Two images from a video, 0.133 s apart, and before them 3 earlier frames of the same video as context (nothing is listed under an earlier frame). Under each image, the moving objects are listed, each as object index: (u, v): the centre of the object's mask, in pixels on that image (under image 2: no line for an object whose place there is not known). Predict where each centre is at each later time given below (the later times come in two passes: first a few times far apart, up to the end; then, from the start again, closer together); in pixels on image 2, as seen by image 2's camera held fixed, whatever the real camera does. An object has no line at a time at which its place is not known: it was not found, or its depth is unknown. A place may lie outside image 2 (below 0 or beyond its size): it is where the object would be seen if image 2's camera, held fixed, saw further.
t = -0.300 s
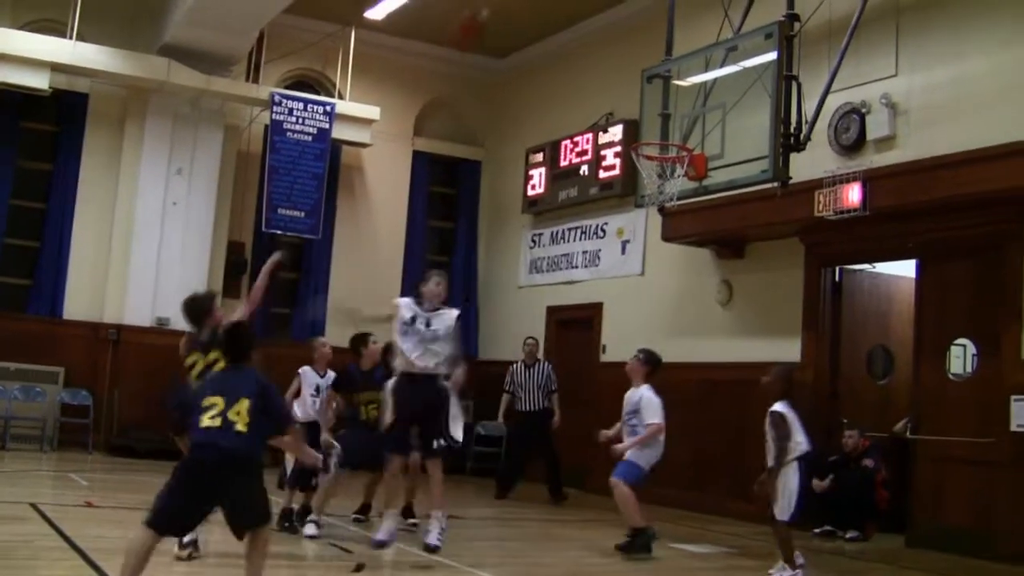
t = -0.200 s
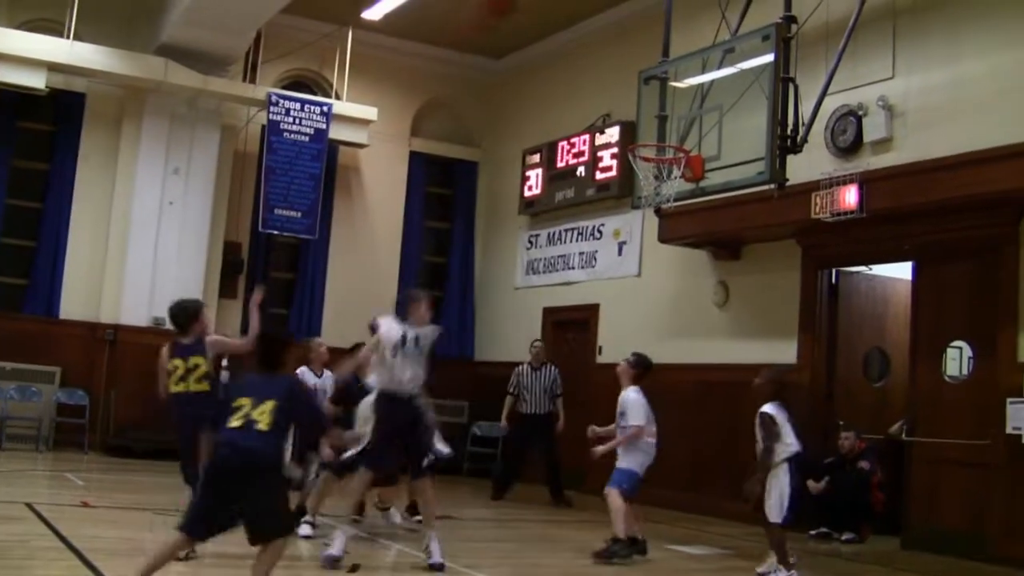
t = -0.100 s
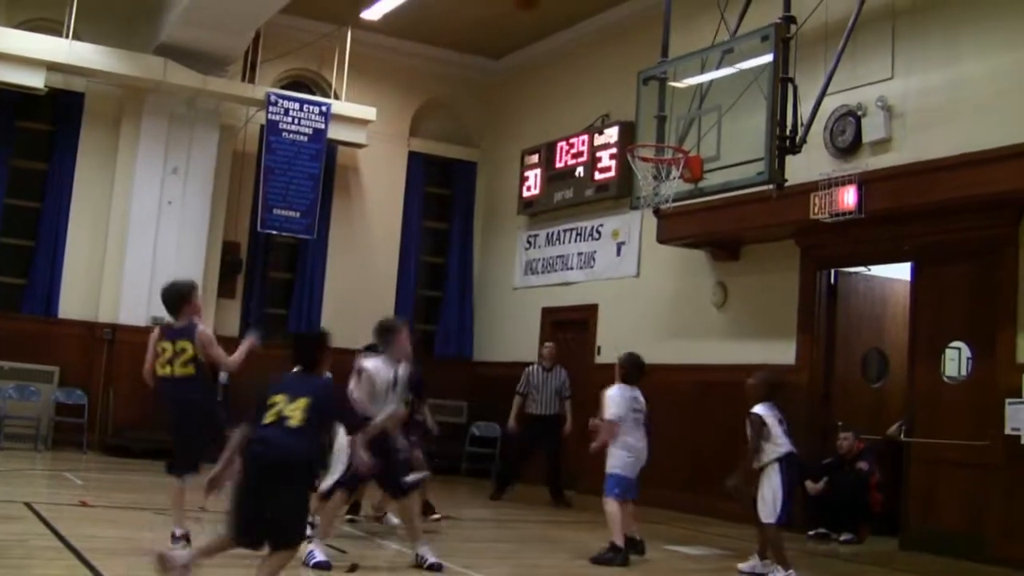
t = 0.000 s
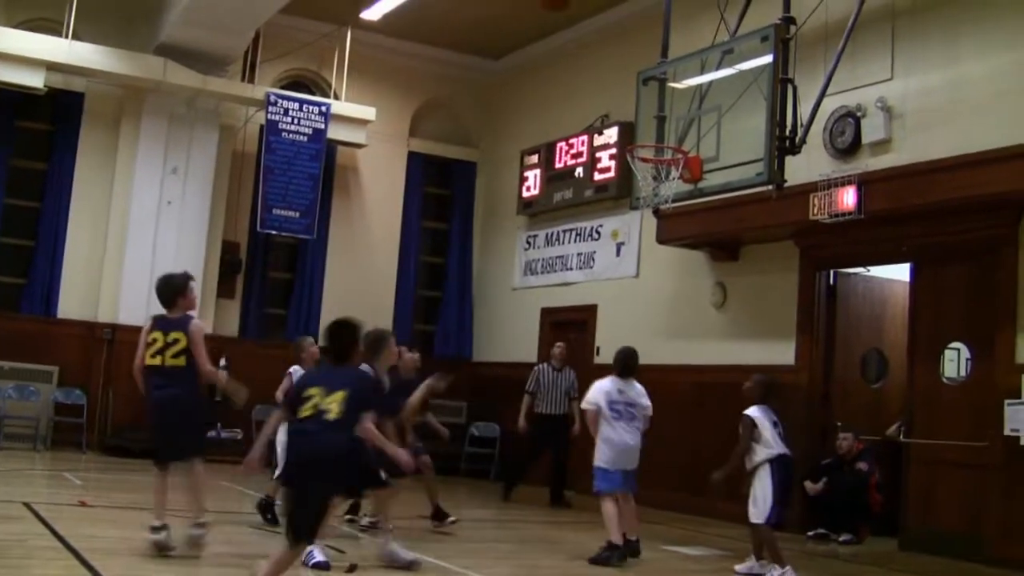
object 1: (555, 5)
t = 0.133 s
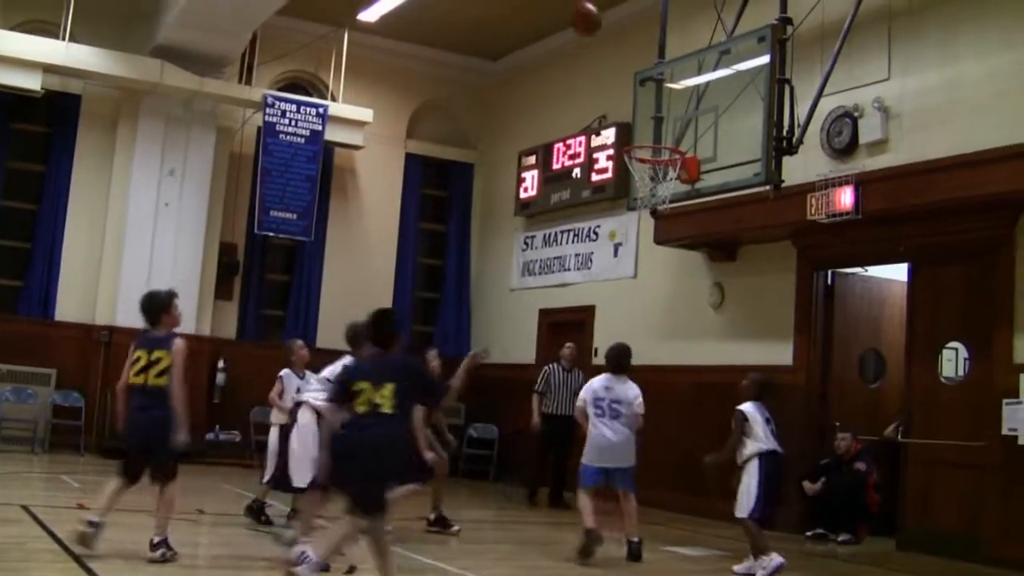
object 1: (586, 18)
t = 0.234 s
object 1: (609, 52)
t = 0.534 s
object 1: (661, 124)
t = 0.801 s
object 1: (679, 134)
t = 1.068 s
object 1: (650, 152)
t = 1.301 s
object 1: (636, 217)
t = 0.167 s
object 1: (592, 27)
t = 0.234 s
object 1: (609, 52)
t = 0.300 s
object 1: (624, 78)
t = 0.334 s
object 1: (630, 95)
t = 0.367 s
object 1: (637, 110)
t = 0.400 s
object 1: (646, 128)
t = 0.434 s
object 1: (649, 128)
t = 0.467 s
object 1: (653, 126)
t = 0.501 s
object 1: (657, 125)
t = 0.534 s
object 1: (661, 124)
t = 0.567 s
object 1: (664, 124)
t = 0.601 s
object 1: (667, 126)
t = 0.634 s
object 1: (670, 129)
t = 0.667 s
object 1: (674, 133)
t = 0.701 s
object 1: (678, 137)
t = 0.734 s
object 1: (681, 138)
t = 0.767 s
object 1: (682, 136)
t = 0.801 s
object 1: (679, 134)
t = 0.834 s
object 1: (676, 131)
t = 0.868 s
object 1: (674, 130)
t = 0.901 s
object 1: (671, 131)
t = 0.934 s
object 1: (666, 132)
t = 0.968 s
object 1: (663, 133)
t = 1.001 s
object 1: (660, 136)
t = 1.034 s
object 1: (656, 144)
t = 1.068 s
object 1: (650, 152)
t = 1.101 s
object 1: (648, 162)
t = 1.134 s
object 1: (645, 167)
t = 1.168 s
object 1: (639, 178)
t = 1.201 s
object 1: (638, 193)
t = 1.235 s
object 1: (635, 200)
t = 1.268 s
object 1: (636, 207)
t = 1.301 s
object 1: (636, 217)
